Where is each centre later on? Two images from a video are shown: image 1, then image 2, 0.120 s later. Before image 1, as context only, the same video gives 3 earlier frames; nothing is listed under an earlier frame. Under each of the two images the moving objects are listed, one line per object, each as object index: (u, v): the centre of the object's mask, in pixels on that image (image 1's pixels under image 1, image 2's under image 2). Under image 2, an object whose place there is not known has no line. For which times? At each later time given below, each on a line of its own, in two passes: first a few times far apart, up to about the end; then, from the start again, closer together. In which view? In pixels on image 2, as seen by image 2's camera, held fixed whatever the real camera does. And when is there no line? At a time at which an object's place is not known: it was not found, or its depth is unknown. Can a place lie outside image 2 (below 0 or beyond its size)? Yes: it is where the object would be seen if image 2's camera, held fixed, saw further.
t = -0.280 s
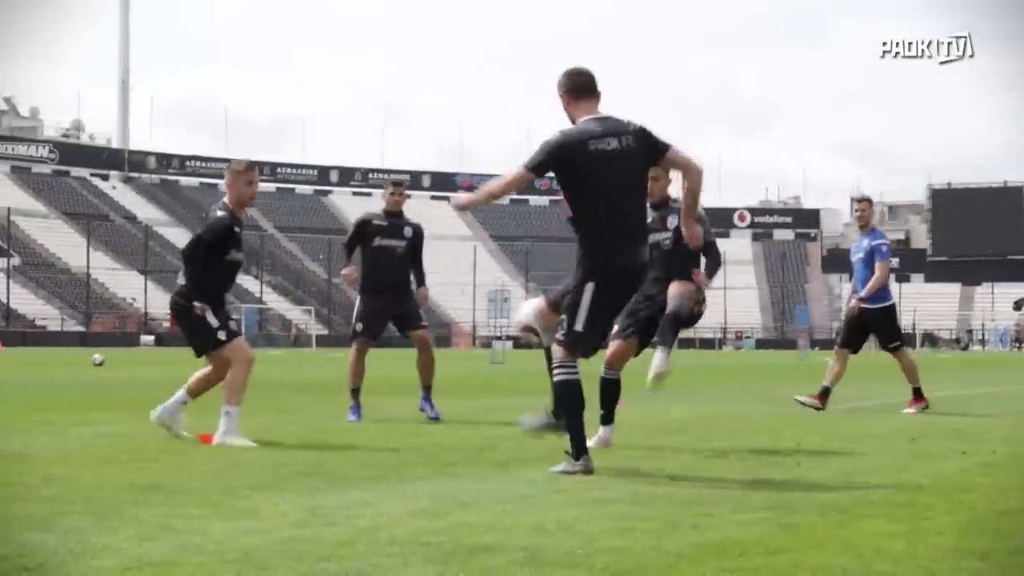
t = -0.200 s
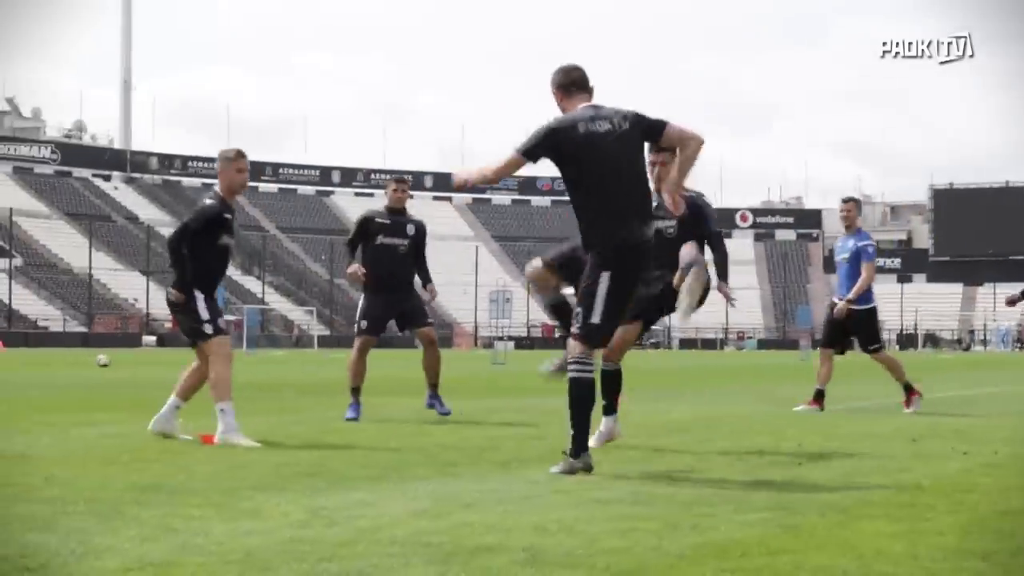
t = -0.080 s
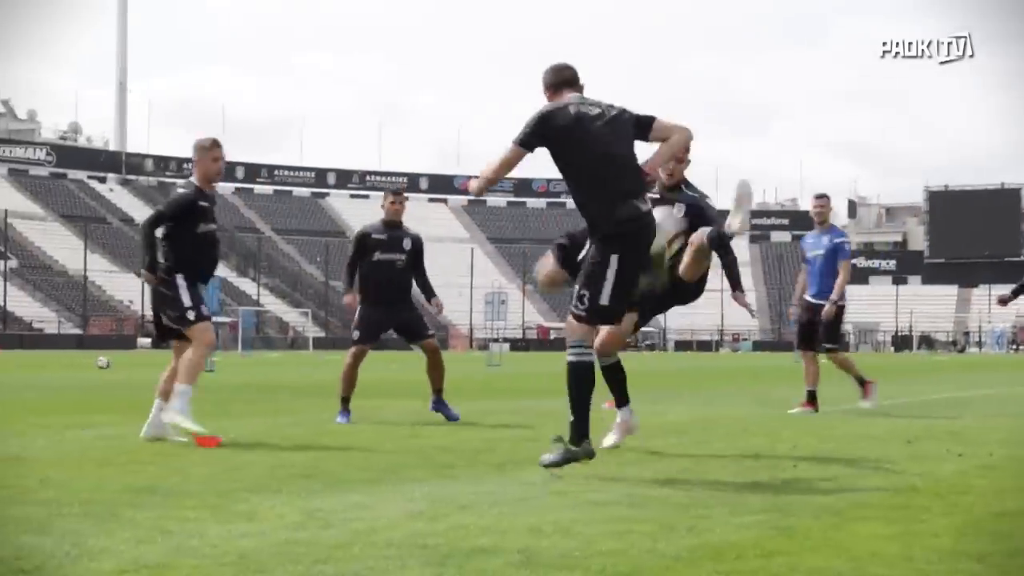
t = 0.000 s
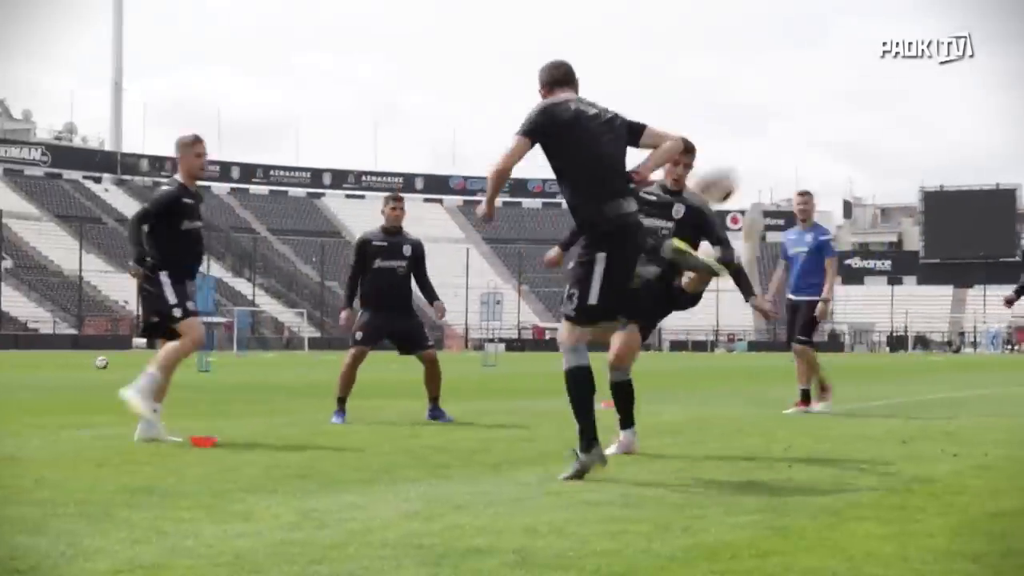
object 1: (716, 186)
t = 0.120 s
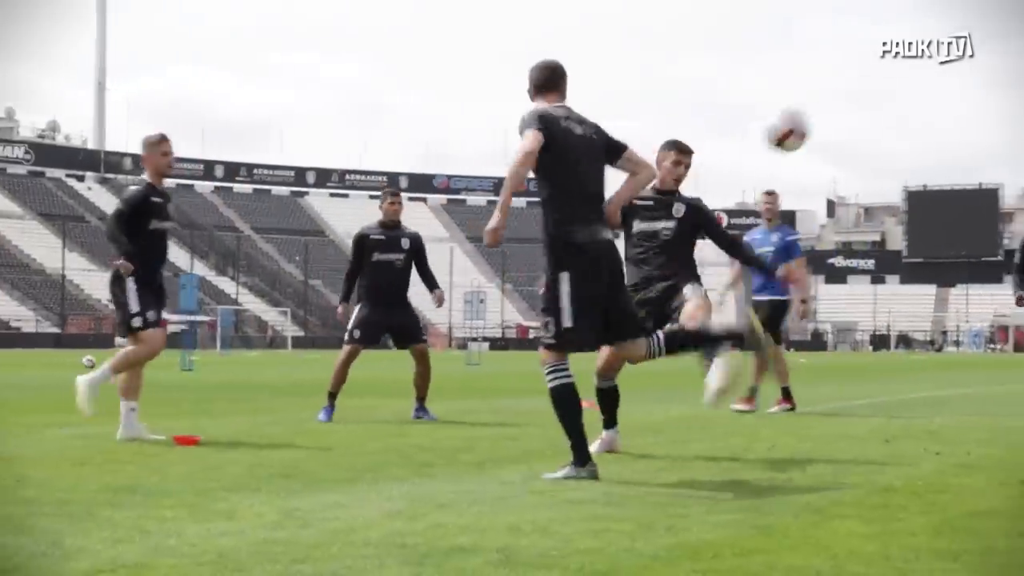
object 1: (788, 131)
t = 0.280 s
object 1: (906, 109)
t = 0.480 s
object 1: (1057, 149)
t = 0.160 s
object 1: (817, 122)
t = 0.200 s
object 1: (846, 113)
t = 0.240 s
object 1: (876, 108)
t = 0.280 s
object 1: (906, 109)
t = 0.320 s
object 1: (937, 110)
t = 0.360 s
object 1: (967, 116)
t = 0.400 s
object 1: (997, 123)
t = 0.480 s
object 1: (1057, 149)
